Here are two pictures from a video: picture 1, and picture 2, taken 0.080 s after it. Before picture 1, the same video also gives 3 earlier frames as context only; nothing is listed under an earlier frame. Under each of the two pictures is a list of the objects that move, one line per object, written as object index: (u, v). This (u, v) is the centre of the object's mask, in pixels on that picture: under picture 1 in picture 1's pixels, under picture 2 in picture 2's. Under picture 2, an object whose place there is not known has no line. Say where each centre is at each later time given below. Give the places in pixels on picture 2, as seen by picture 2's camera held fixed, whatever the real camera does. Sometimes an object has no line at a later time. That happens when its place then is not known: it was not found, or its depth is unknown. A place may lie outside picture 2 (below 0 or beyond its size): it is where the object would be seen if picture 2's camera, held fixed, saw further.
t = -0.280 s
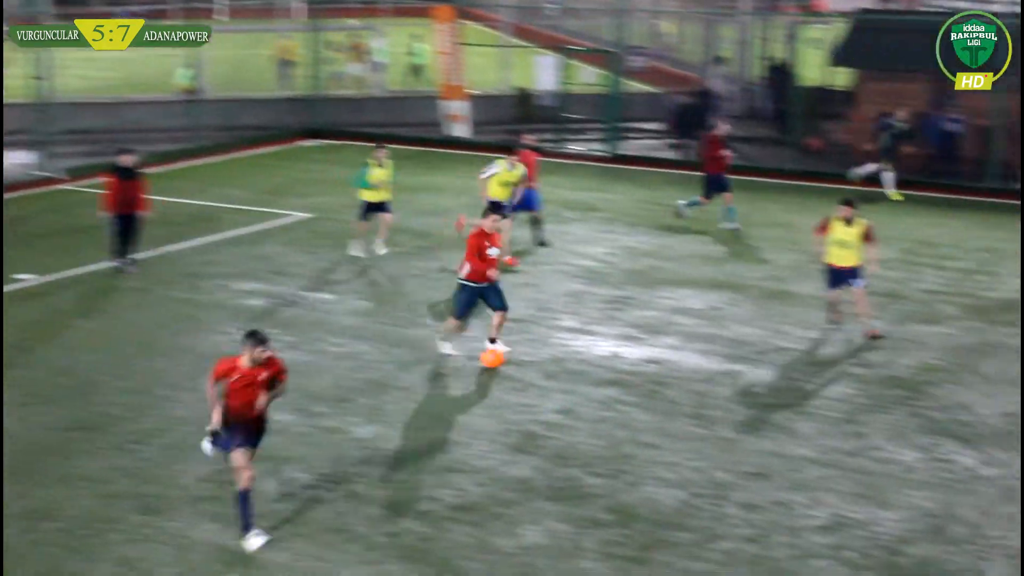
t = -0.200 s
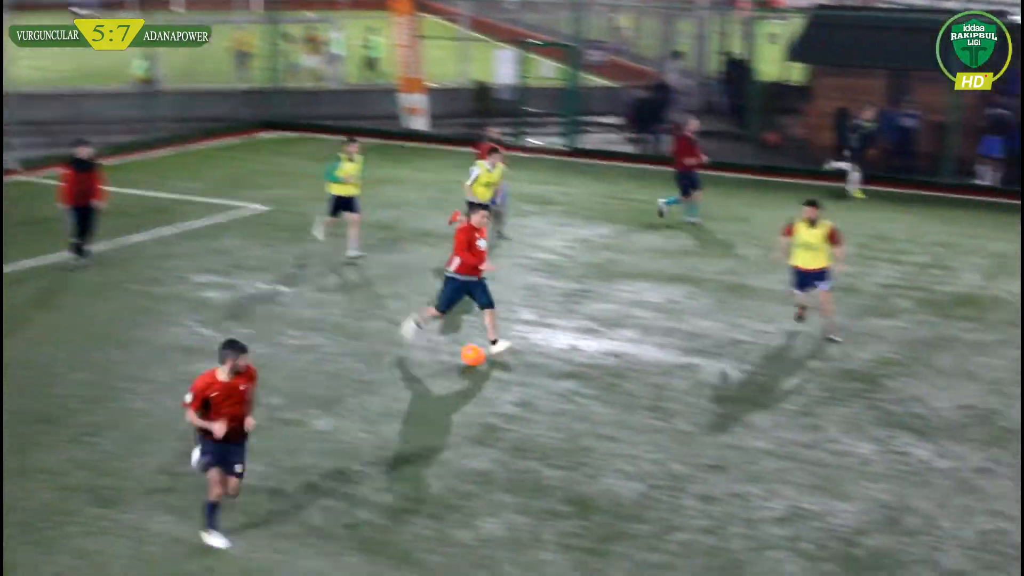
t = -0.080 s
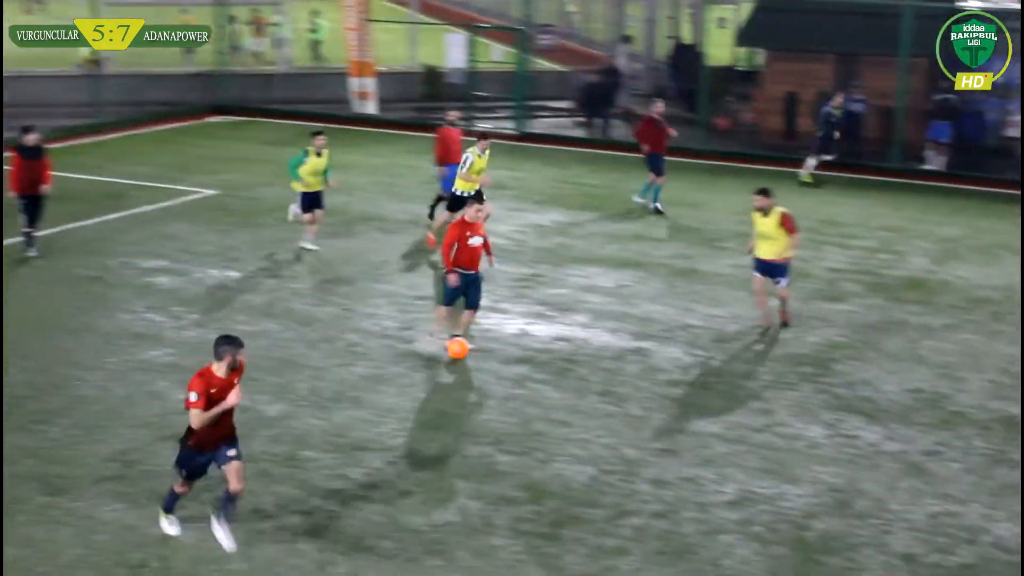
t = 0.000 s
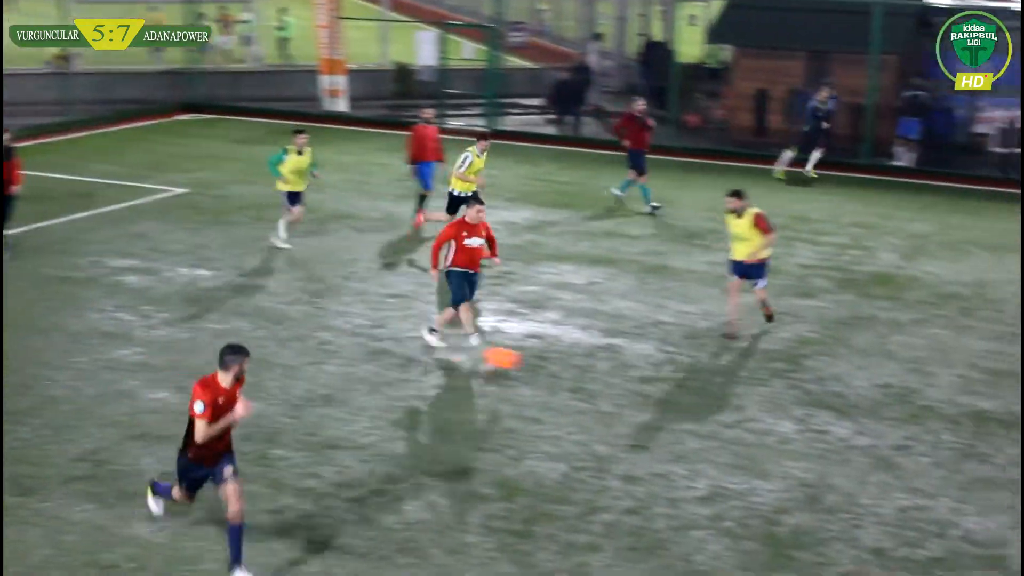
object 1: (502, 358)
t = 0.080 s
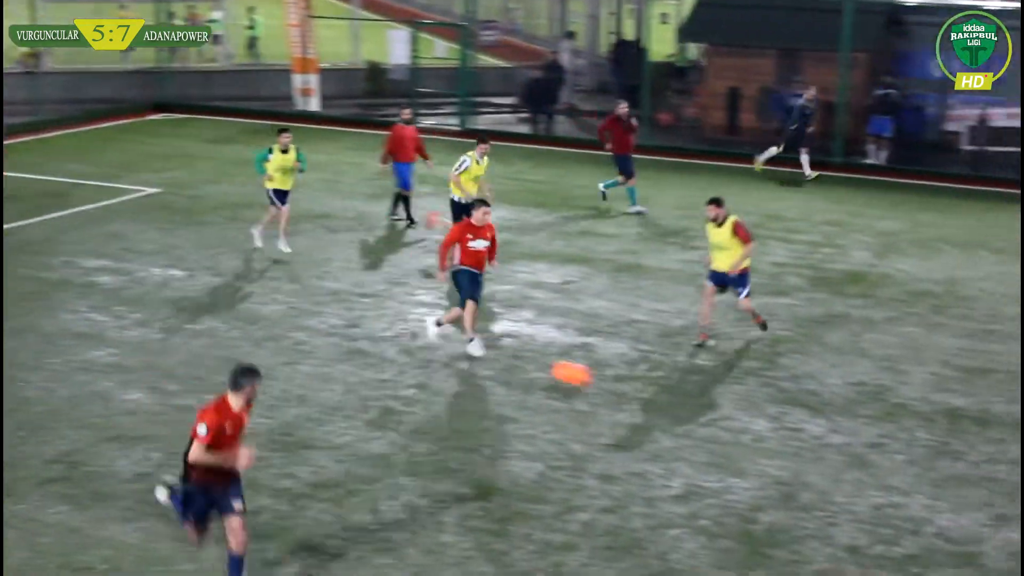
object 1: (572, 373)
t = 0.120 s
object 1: (618, 381)
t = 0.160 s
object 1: (664, 387)
